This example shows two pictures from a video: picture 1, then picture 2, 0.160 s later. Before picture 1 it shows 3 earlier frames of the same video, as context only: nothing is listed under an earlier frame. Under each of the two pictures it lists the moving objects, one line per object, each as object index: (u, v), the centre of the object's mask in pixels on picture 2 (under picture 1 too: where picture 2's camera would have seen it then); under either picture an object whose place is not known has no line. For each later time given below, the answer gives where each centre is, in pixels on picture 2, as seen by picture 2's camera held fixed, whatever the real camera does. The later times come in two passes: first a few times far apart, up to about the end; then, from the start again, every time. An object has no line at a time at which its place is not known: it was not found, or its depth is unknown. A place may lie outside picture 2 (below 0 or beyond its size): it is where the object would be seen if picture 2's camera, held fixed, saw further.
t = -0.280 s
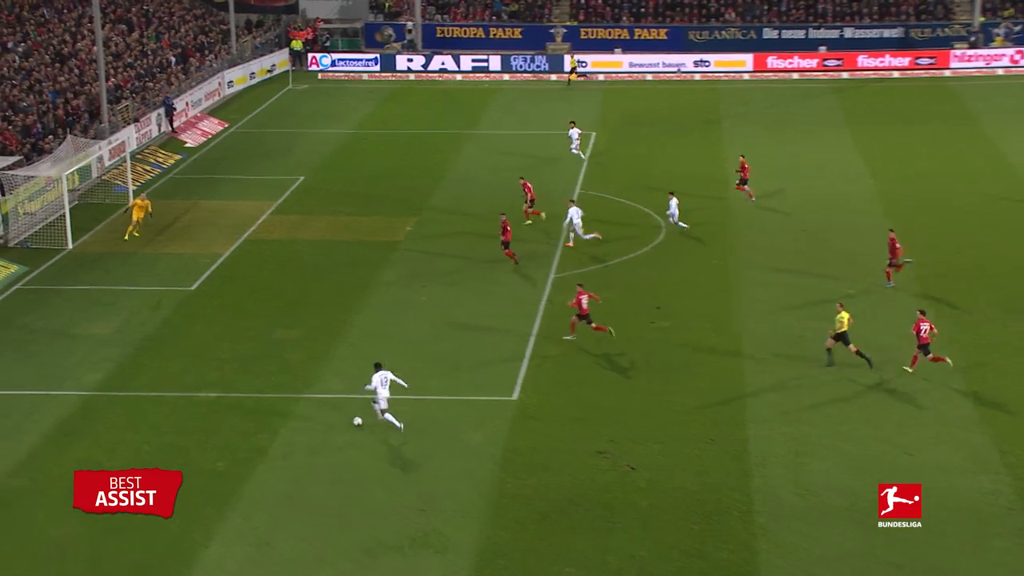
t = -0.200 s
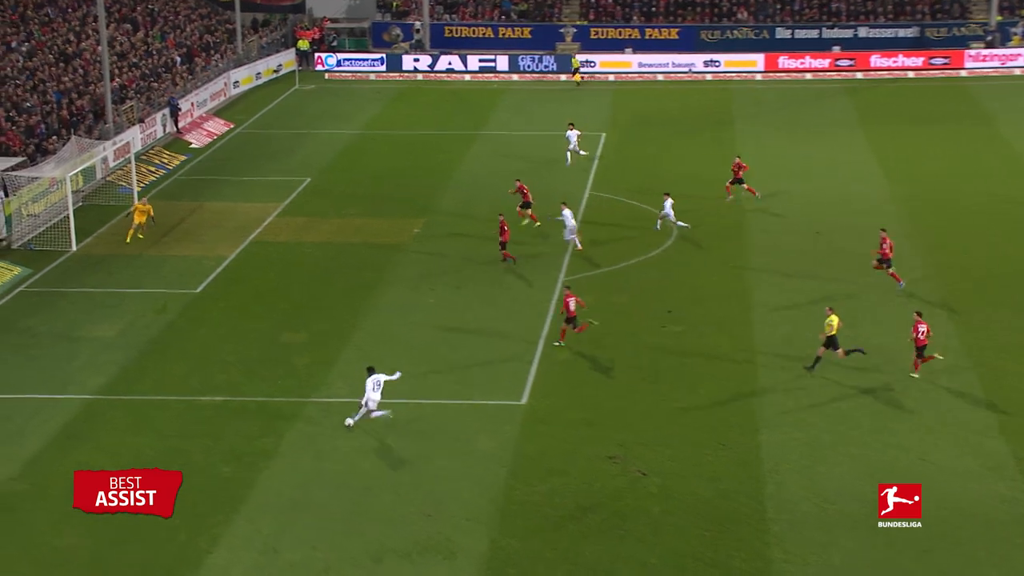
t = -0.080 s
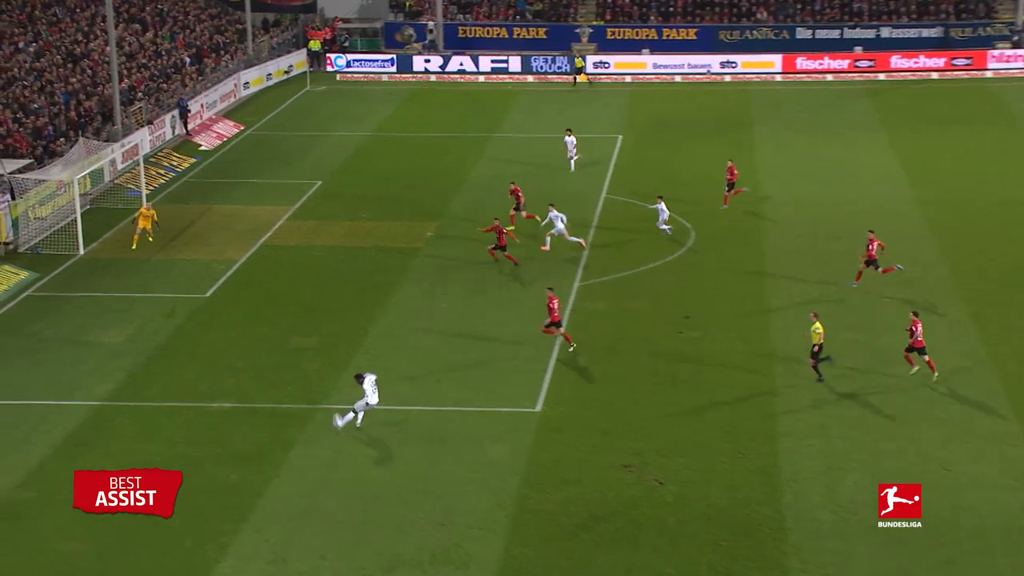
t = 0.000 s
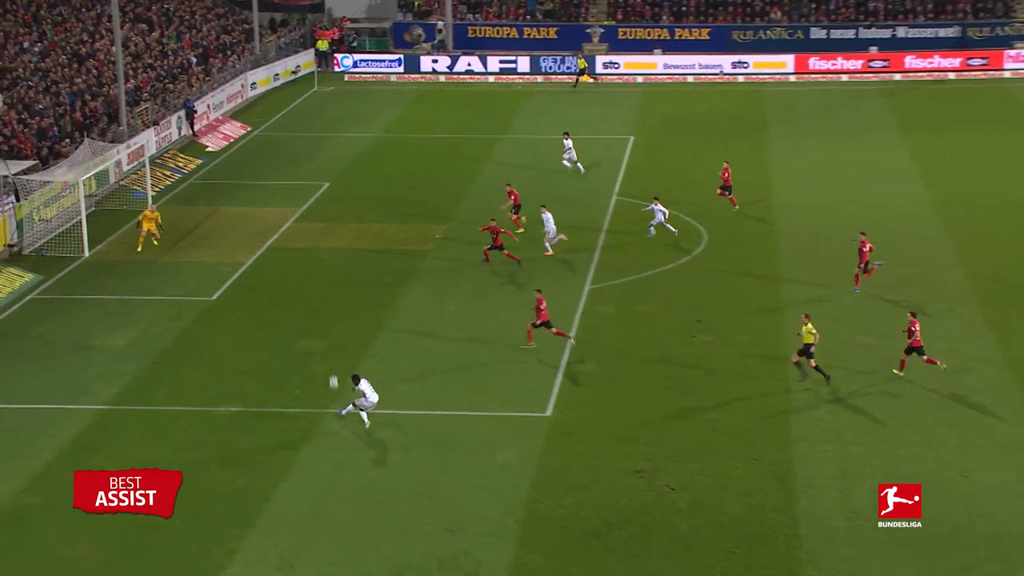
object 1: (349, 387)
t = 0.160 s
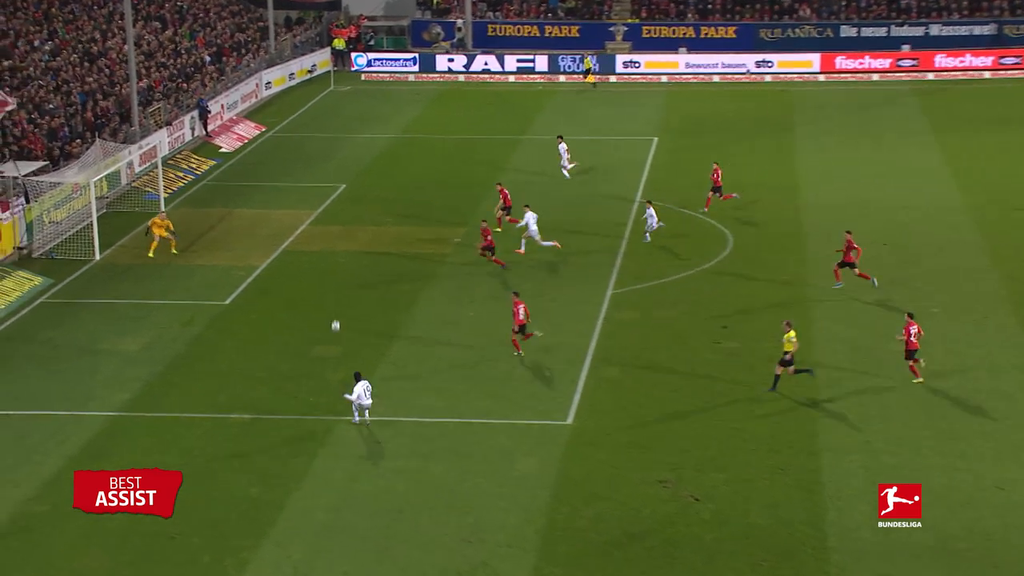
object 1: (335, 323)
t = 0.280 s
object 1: (332, 295)
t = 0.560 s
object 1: (338, 269)
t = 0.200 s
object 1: (334, 313)
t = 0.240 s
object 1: (333, 303)
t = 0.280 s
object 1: (332, 295)
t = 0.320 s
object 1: (332, 288)
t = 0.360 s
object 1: (332, 282)
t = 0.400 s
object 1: (333, 278)
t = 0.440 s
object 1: (334, 274)
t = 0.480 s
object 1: (335, 271)
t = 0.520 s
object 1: (337, 270)
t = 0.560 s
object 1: (338, 269)
